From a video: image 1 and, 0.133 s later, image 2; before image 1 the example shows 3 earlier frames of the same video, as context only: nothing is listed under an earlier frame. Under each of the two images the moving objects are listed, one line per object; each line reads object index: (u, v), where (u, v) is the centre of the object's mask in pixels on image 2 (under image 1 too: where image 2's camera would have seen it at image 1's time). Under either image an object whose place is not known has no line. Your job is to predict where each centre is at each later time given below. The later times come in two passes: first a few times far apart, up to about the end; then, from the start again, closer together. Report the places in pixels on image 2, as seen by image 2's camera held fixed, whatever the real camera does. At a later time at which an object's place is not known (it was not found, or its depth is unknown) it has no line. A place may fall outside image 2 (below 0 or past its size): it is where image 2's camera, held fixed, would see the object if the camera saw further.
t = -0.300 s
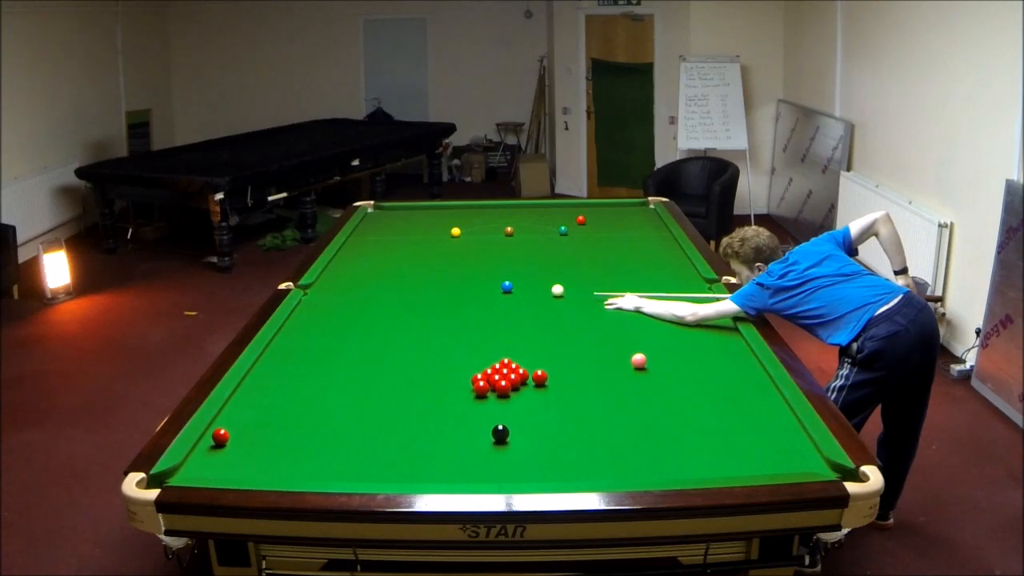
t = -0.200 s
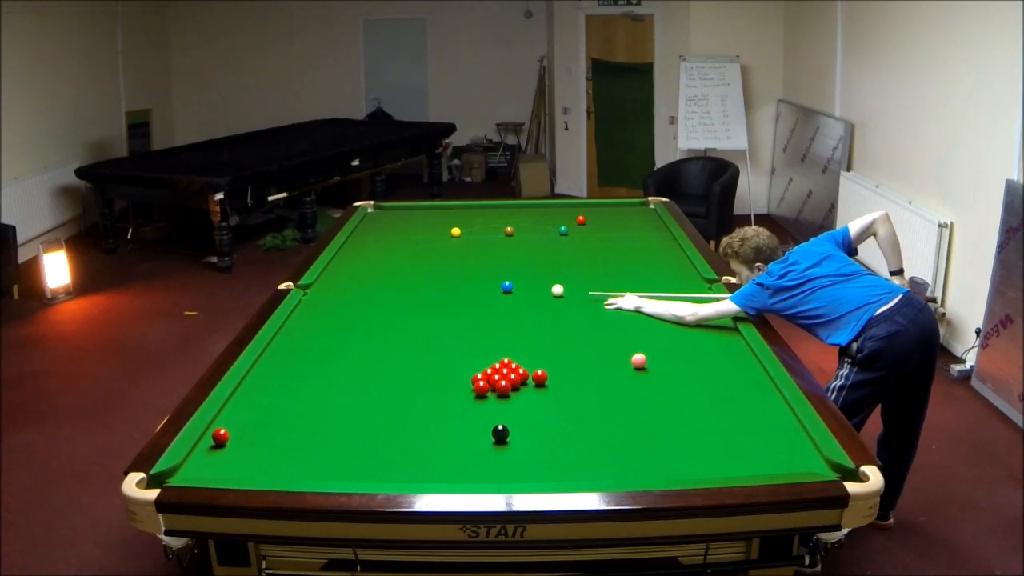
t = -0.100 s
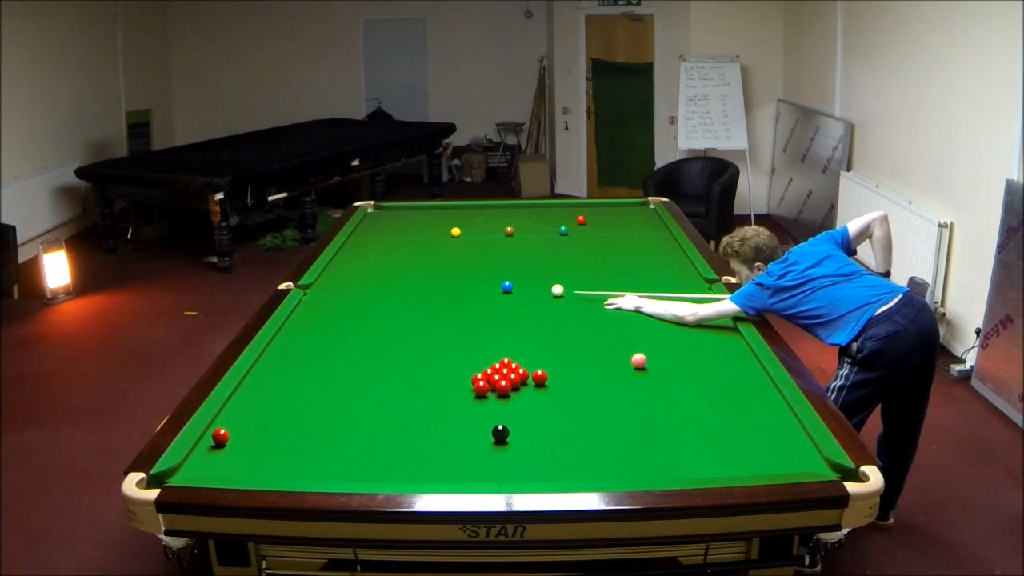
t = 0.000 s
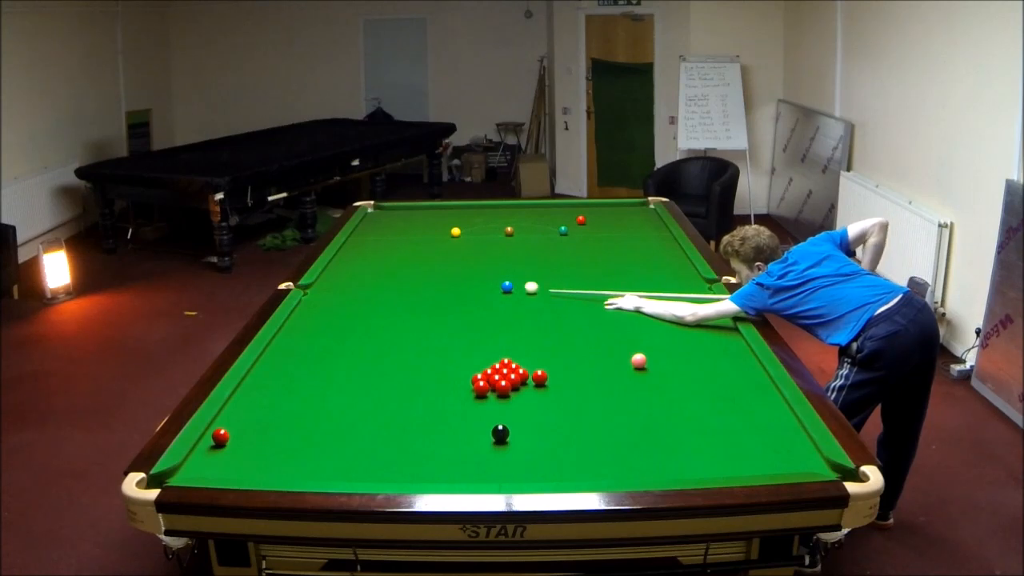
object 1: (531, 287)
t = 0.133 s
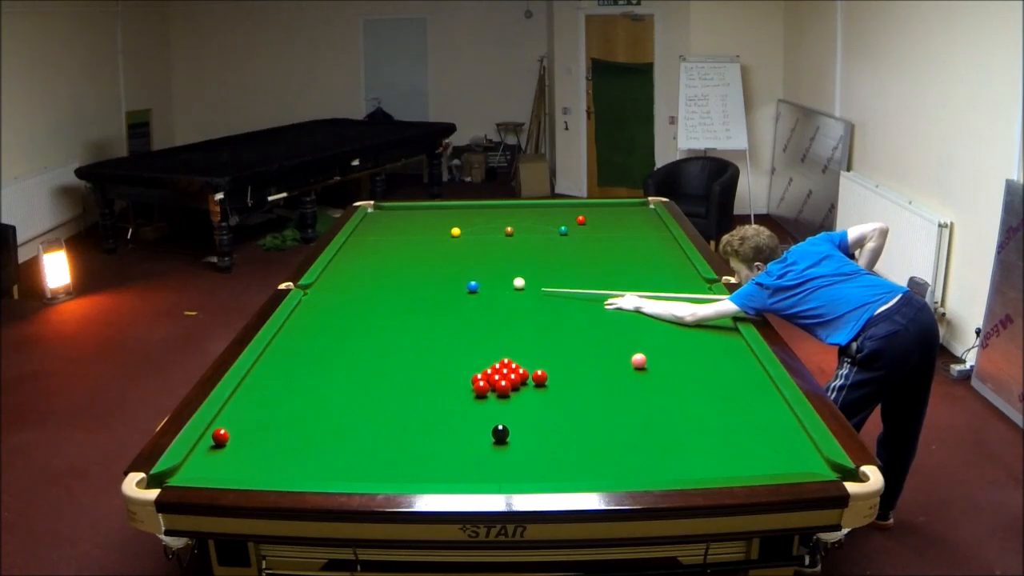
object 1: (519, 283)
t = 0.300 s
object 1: (520, 279)
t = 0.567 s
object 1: (521, 273)
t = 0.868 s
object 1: (522, 266)
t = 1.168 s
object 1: (523, 261)
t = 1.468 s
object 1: (523, 256)
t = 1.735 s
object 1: (523, 252)
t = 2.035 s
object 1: (523, 249)
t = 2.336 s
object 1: (523, 245)
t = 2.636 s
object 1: (522, 243)
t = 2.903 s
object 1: (522, 240)
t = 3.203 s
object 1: (521, 238)
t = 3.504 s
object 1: (521, 236)
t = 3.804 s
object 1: (520, 235)
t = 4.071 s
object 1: (519, 234)
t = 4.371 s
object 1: (519, 234)
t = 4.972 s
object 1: (519, 233)
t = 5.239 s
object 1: (519, 233)
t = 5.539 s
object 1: (519, 233)
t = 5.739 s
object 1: (519, 233)
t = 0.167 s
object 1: (519, 282)
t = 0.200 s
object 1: (519, 281)
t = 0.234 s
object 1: (519, 280)
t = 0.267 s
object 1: (520, 280)
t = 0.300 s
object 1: (520, 279)
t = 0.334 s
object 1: (520, 278)
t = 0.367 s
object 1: (520, 277)
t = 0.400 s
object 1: (520, 276)
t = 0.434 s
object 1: (520, 276)
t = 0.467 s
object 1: (520, 275)
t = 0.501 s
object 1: (521, 274)
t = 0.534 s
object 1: (521, 273)
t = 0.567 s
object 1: (521, 273)
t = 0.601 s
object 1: (521, 272)
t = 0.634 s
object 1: (521, 271)
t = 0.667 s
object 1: (521, 270)
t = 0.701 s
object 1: (521, 270)
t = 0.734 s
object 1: (522, 269)
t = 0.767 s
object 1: (522, 268)
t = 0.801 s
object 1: (522, 268)
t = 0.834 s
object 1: (522, 267)
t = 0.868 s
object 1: (522, 266)
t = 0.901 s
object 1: (522, 266)
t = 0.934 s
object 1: (522, 265)
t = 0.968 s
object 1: (522, 265)
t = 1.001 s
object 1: (522, 264)
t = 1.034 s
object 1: (522, 263)
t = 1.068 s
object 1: (522, 263)
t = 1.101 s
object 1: (522, 262)
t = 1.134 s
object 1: (522, 262)
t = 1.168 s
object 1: (523, 261)
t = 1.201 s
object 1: (523, 260)
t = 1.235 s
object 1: (523, 260)
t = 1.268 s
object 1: (523, 259)
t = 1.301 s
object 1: (523, 259)
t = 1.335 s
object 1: (523, 258)
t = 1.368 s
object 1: (523, 258)
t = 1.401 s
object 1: (523, 257)
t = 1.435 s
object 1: (523, 257)
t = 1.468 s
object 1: (523, 256)
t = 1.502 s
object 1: (523, 256)
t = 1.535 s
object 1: (523, 255)
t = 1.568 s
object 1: (523, 255)
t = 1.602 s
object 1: (523, 254)
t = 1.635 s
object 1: (523, 254)
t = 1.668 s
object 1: (523, 253)
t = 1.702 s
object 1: (523, 253)
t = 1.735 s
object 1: (523, 252)
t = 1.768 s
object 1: (523, 252)
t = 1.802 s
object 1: (523, 252)
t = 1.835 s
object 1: (523, 251)
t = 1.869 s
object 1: (523, 251)
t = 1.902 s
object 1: (523, 250)
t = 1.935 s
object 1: (523, 250)
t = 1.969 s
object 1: (523, 249)
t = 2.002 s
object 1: (523, 249)
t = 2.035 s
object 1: (523, 249)
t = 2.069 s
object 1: (523, 248)
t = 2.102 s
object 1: (523, 248)
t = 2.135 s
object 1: (523, 247)
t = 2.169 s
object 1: (523, 247)
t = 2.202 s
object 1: (523, 247)
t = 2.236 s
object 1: (523, 246)
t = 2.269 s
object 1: (523, 246)
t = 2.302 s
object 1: (523, 246)
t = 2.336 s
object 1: (523, 245)
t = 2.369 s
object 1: (523, 245)
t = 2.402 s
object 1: (523, 244)
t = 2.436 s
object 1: (523, 244)
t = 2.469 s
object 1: (523, 244)
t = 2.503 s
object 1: (523, 244)
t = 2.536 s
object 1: (523, 243)
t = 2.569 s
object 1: (522, 243)
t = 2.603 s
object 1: (522, 243)
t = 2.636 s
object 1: (522, 243)
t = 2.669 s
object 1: (522, 242)
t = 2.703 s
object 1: (522, 242)
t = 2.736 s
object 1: (522, 242)
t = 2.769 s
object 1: (522, 241)
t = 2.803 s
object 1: (522, 241)
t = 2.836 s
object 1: (522, 241)
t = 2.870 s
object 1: (522, 241)
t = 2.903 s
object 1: (522, 240)
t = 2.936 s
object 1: (522, 240)
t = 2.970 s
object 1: (521, 240)
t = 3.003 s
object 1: (521, 240)
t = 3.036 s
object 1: (521, 239)
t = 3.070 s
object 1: (521, 239)
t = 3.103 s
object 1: (521, 239)
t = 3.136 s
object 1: (521, 238)
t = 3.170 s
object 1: (521, 238)
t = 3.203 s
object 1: (521, 238)
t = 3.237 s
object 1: (521, 238)
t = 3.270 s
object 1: (521, 238)
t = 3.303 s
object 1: (521, 237)
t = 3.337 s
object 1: (521, 237)
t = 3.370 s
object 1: (521, 237)
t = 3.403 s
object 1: (521, 237)
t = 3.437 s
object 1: (521, 237)
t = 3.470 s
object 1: (521, 237)
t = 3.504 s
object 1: (521, 236)
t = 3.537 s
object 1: (520, 236)
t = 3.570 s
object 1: (520, 236)
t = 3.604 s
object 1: (520, 236)
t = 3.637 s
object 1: (520, 236)
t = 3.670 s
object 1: (520, 236)
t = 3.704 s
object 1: (520, 235)
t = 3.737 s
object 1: (520, 235)
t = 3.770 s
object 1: (520, 235)
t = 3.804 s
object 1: (520, 235)
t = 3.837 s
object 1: (520, 235)
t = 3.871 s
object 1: (520, 235)
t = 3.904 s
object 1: (520, 235)
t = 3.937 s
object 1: (519, 235)
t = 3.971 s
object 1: (519, 234)
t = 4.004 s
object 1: (519, 234)
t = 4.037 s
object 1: (519, 234)
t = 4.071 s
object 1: (519, 234)
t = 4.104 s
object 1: (519, 234)
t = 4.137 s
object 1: (519, 234)
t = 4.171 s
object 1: (519, 234)
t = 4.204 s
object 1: (519, 234)
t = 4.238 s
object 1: (519, 234)
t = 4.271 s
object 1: (519, 234)
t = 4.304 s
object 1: (519, 234)
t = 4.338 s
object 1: (519, 234)
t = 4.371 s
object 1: (519, 234)
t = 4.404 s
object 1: (519, 233)
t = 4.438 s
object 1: (519, 233)
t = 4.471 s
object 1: (519, 233)
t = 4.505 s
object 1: (519, 233)
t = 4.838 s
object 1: (519, 233)
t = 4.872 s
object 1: (519, 233)
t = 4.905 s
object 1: (519, 233)
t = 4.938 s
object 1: (519, 233)
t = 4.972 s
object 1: (519, 233)
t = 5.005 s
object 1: (519, 233)
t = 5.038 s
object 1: (519, 233)
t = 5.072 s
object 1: (519, 233)
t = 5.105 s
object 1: (519, 233)
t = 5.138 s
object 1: (519, 233)
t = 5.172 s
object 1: (519, 233)
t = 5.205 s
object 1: (519, 233)
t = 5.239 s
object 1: (519, 233)
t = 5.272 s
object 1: (519, 233)
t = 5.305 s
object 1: (519, 233)
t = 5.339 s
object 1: (519, 233)
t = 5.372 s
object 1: (519, 233)
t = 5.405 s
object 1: (519, 233)
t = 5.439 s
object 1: (519, 233)
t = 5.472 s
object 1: (519, 233)
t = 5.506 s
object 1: (519, 233)
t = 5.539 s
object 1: (519, 233)
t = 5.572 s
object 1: (519, 233)
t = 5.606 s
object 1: (519, 233)
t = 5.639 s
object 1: (519, 233)
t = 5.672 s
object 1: (519, 233)
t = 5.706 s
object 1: (519, 233)
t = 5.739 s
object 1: (519, 233)
